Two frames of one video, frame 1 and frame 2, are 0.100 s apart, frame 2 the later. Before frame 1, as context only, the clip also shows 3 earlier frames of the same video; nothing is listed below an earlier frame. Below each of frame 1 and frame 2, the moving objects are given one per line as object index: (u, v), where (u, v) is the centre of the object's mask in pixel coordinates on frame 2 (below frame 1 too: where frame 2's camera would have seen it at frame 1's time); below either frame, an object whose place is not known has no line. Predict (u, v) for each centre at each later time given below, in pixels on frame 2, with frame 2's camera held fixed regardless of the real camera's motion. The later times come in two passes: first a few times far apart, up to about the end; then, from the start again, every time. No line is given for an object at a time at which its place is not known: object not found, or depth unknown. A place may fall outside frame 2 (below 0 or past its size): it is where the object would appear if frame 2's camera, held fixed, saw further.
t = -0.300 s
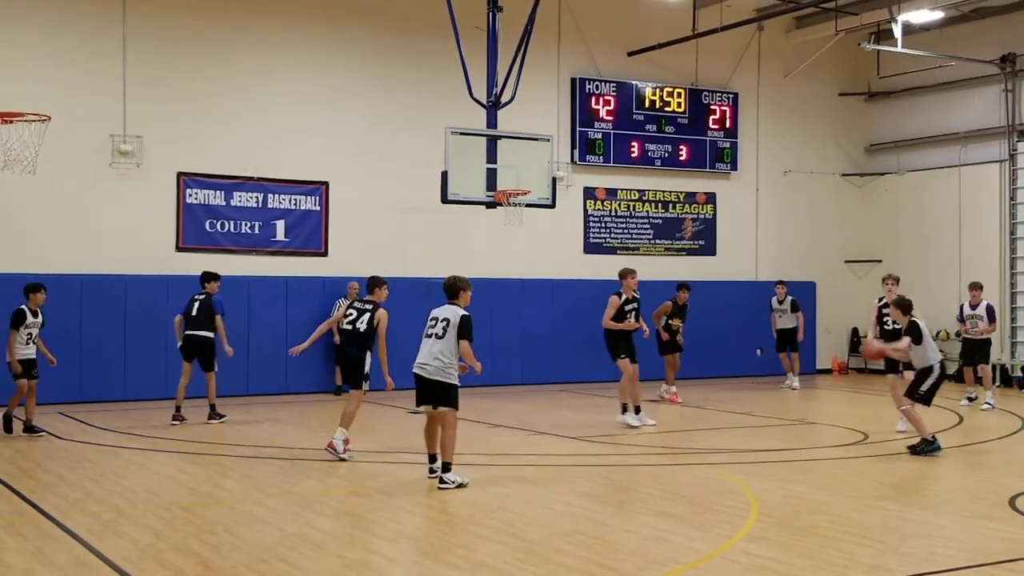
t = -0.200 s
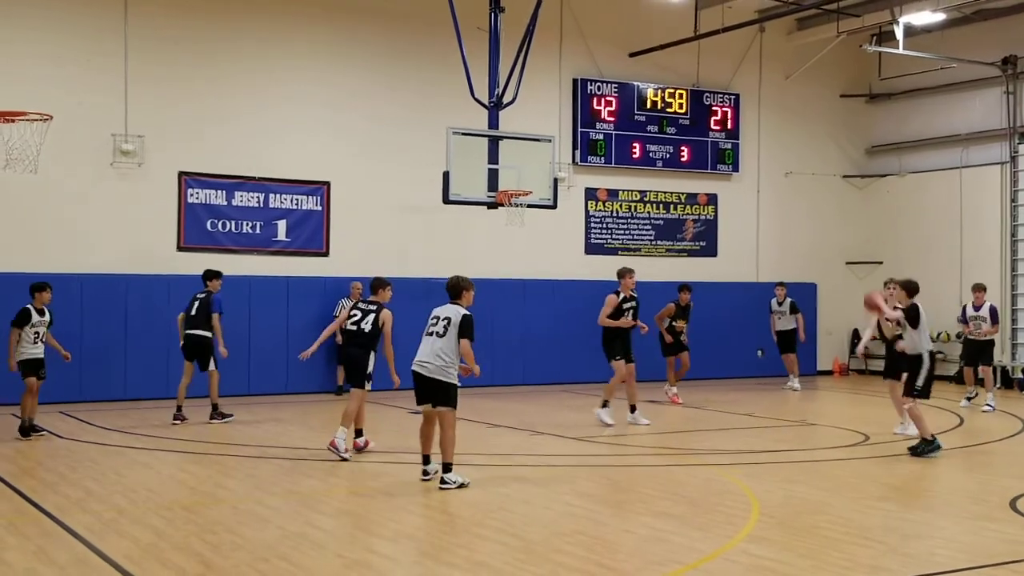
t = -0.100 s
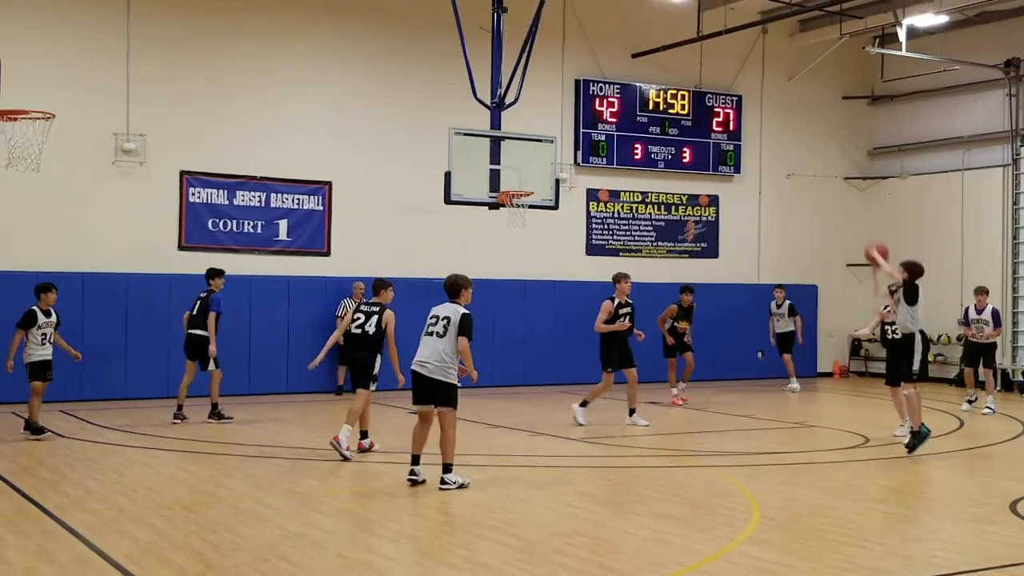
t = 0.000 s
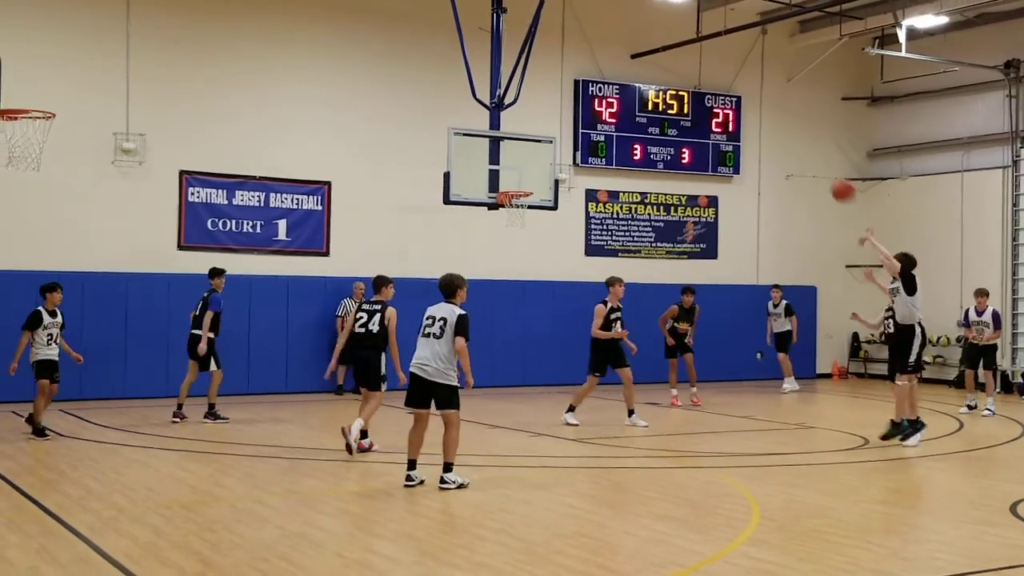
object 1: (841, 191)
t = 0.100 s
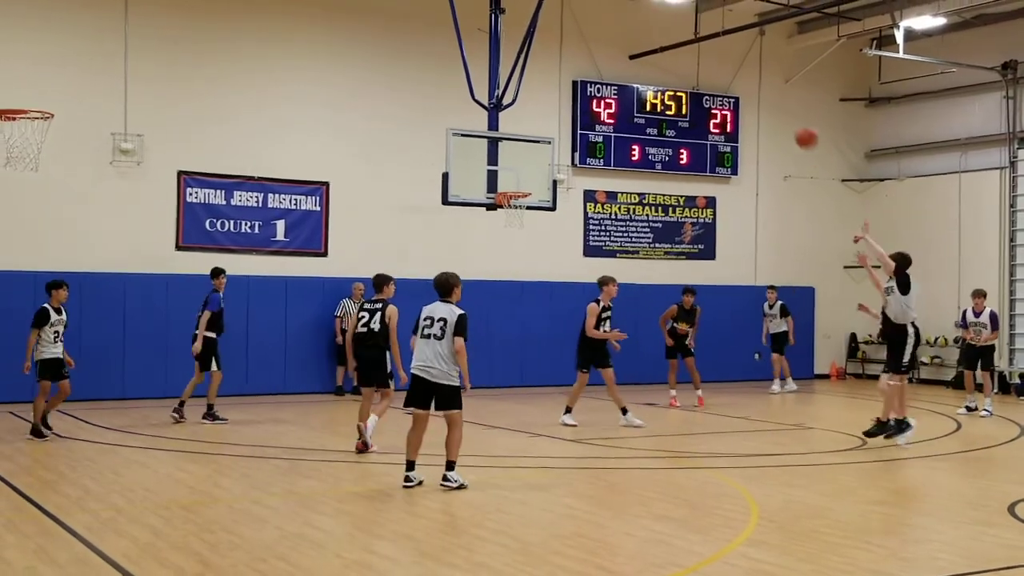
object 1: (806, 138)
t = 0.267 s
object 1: (753, 73)
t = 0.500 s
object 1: (686, 29)
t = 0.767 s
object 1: (618, 34)
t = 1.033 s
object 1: (562, 91)
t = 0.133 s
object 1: (795, 122)
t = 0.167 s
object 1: (783, 107)
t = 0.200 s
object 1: (774, 95)
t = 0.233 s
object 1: (762, 84)
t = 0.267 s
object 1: (753, 73)
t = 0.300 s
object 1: (742, 64)
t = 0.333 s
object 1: (733, 57)
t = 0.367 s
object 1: (723, 49)
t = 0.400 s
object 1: (713, 42)
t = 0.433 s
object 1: (704, 37)
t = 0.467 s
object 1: (694, 31)
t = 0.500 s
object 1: (686, 29)
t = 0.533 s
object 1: (676, 25)
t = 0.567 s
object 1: (667, 25)
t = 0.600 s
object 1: (659, 24)
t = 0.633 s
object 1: (650, 24)
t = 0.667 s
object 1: (642, 25)
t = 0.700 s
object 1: (634, 27)
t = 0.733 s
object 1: (626, 30)
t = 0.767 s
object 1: (618, 34)
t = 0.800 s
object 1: (611, 39)
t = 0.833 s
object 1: (603, 44)
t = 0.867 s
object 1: (596, 50)
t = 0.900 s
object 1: (589, 57)
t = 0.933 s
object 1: (582, 64)
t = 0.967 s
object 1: (575, 72)
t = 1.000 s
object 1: (568, 81)
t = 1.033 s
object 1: (562, 91)
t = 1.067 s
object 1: (556, 100)
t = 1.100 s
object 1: (549, 110)
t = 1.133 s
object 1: (543, 121)
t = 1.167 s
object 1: (536, 132)
